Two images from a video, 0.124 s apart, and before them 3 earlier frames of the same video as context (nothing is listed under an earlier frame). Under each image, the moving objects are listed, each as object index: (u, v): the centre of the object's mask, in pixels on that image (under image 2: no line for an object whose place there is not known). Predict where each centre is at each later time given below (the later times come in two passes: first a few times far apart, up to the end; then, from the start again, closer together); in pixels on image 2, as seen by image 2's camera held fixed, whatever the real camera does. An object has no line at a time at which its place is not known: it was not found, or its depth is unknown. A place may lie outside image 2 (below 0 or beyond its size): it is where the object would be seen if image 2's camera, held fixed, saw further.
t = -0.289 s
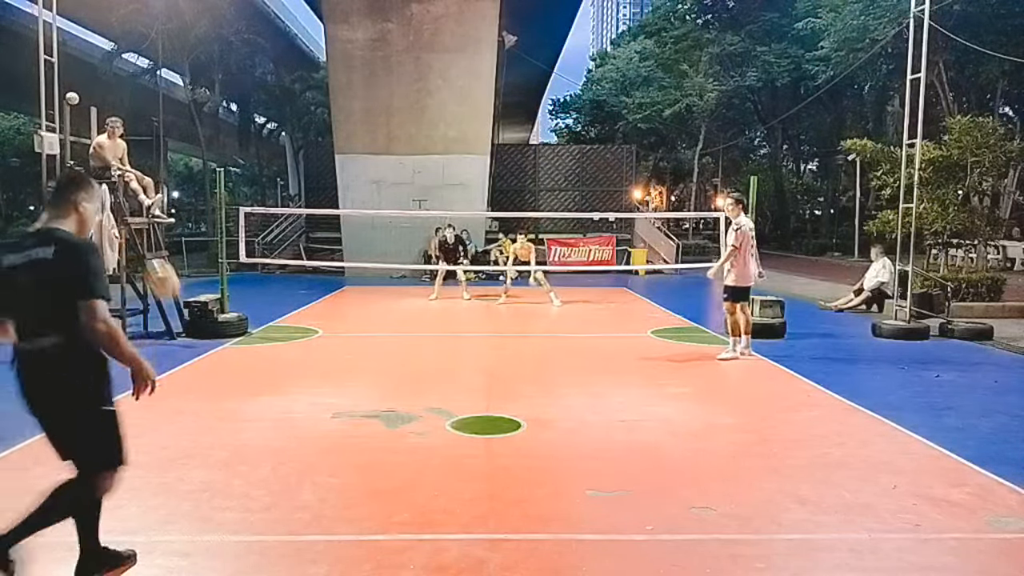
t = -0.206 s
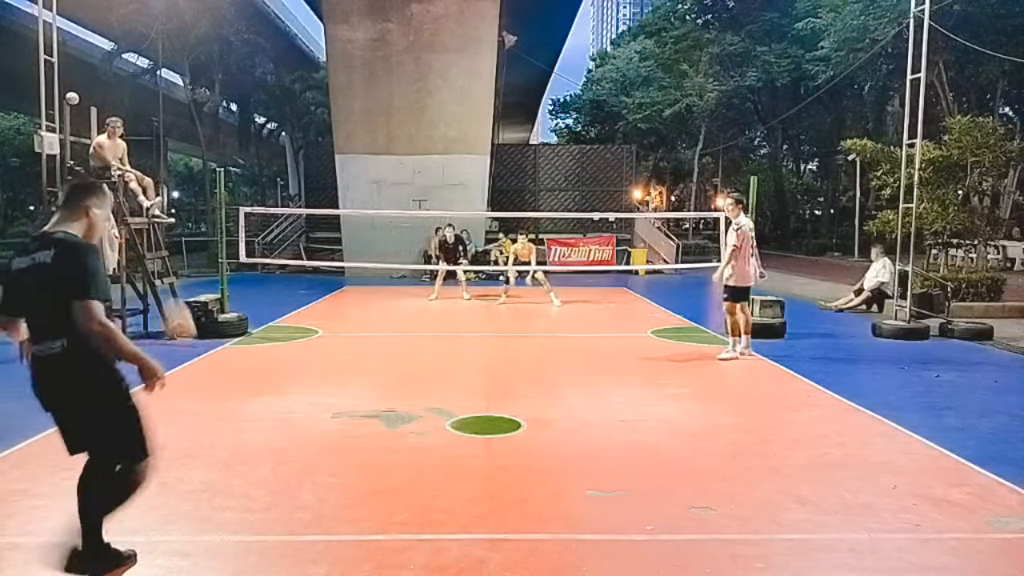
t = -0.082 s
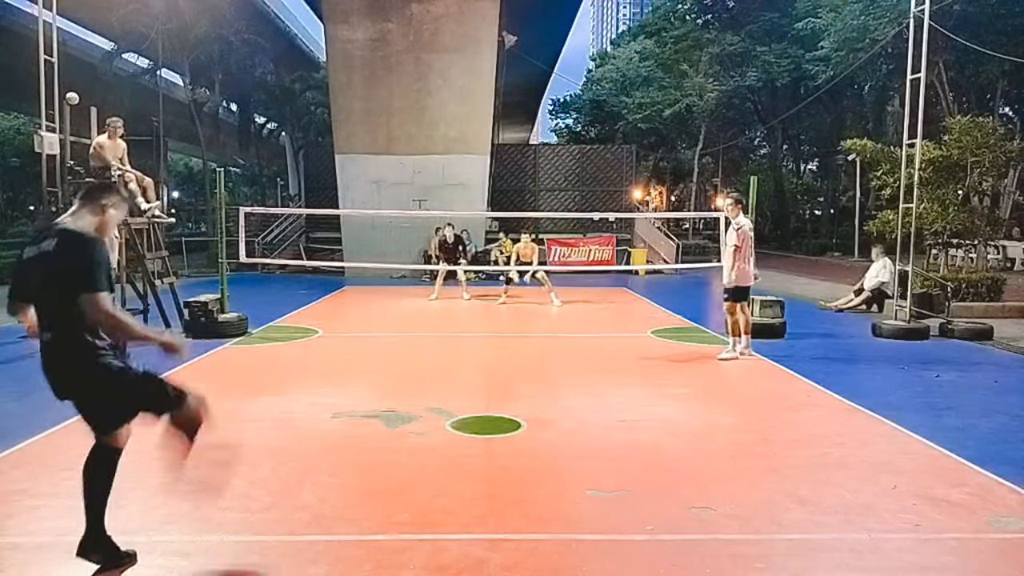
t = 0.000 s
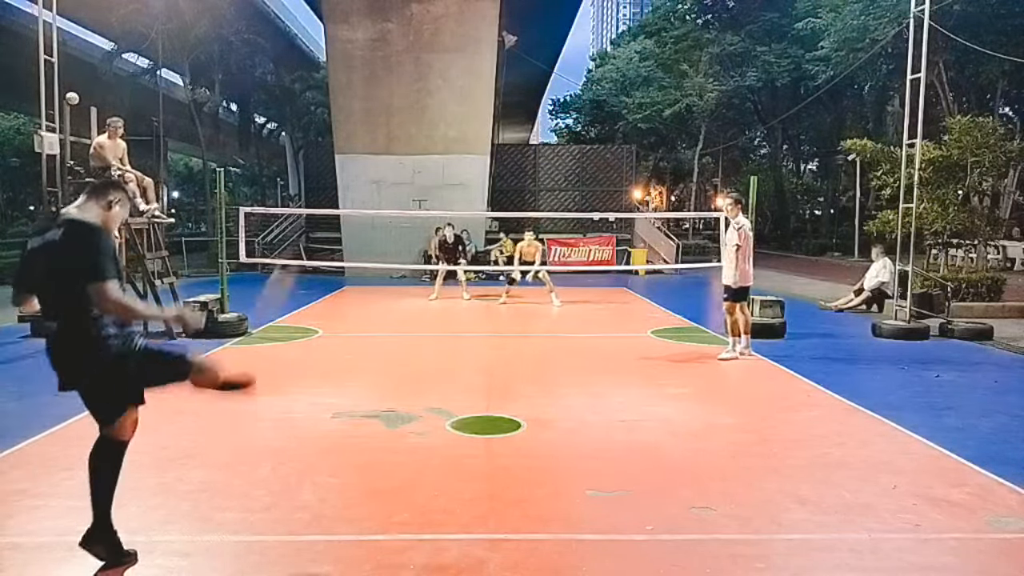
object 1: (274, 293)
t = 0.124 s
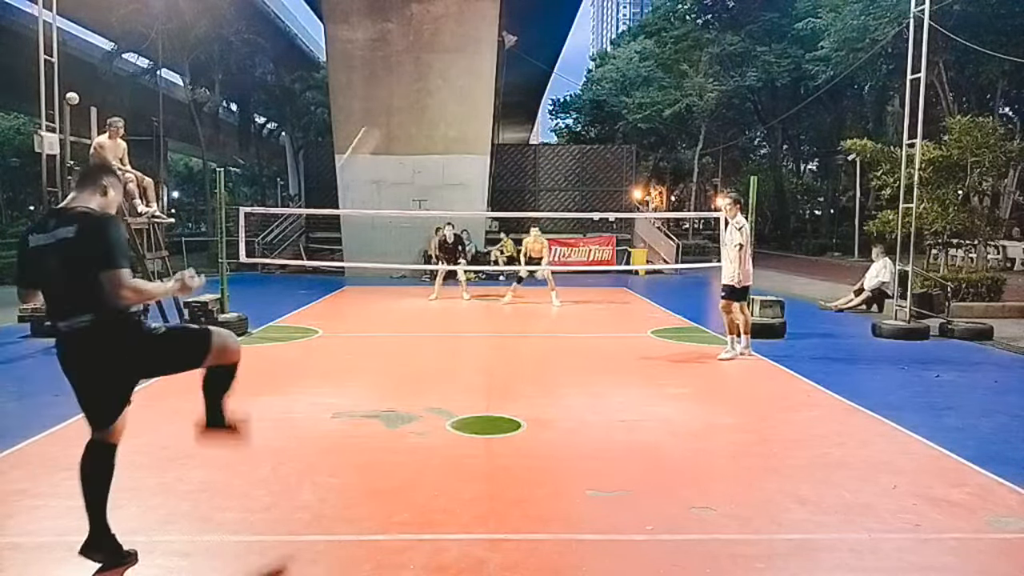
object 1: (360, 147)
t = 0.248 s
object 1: (420, 69)
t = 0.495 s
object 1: (501, 8)
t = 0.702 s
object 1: (544, 19)
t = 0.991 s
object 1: (584, 81)
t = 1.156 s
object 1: (599, 130)
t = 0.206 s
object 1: (402, 91)
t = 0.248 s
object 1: (420, 69)
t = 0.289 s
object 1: (437, 51)
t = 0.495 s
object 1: (501, 8)
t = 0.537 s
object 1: (512, 7)
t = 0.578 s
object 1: (521, 8)
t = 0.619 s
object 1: (529, 10)
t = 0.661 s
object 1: (537, 14)
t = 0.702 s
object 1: (544, 19)
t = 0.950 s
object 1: (579, 71)
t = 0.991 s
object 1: (584, 81)
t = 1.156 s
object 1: (599, 130)
